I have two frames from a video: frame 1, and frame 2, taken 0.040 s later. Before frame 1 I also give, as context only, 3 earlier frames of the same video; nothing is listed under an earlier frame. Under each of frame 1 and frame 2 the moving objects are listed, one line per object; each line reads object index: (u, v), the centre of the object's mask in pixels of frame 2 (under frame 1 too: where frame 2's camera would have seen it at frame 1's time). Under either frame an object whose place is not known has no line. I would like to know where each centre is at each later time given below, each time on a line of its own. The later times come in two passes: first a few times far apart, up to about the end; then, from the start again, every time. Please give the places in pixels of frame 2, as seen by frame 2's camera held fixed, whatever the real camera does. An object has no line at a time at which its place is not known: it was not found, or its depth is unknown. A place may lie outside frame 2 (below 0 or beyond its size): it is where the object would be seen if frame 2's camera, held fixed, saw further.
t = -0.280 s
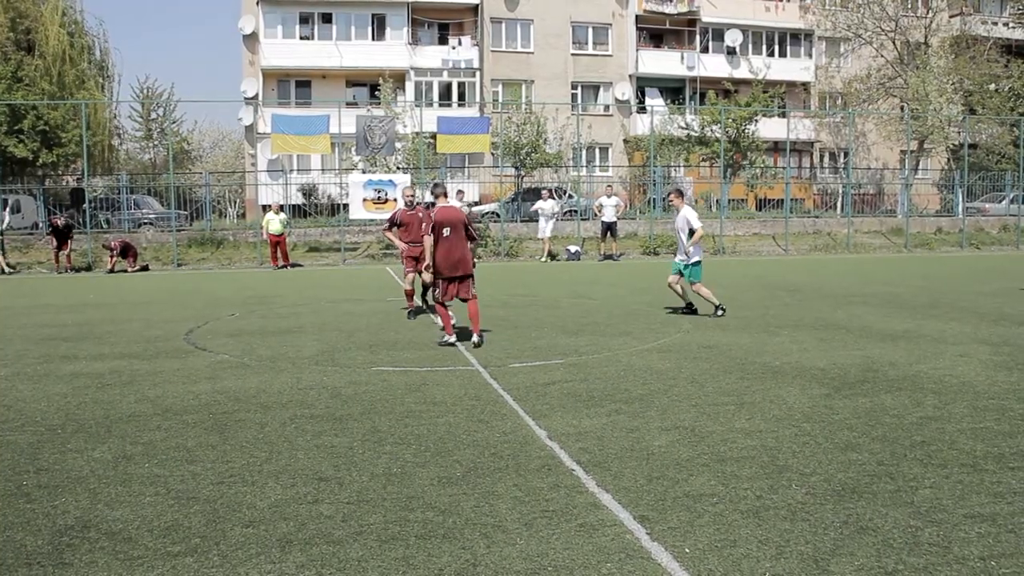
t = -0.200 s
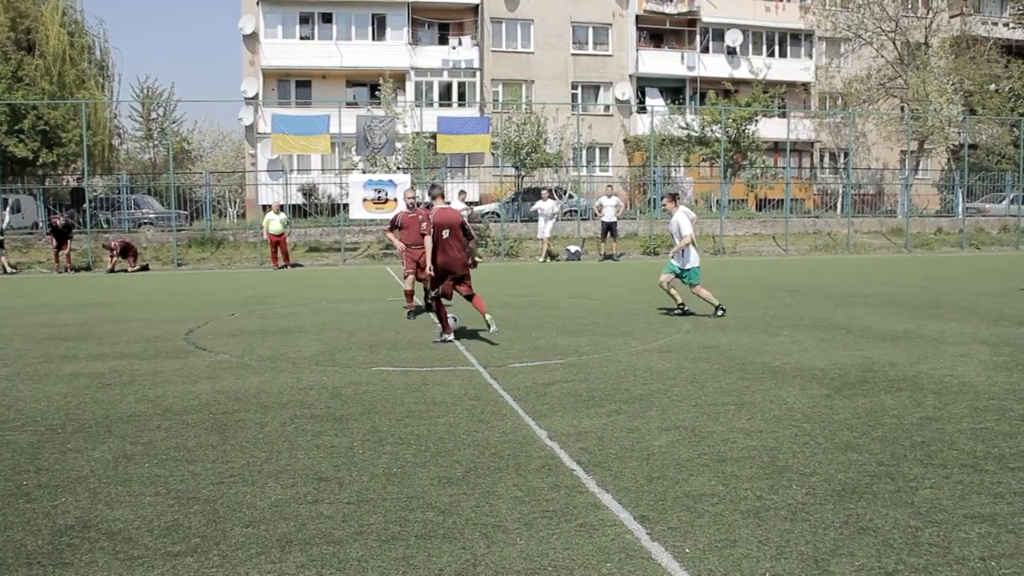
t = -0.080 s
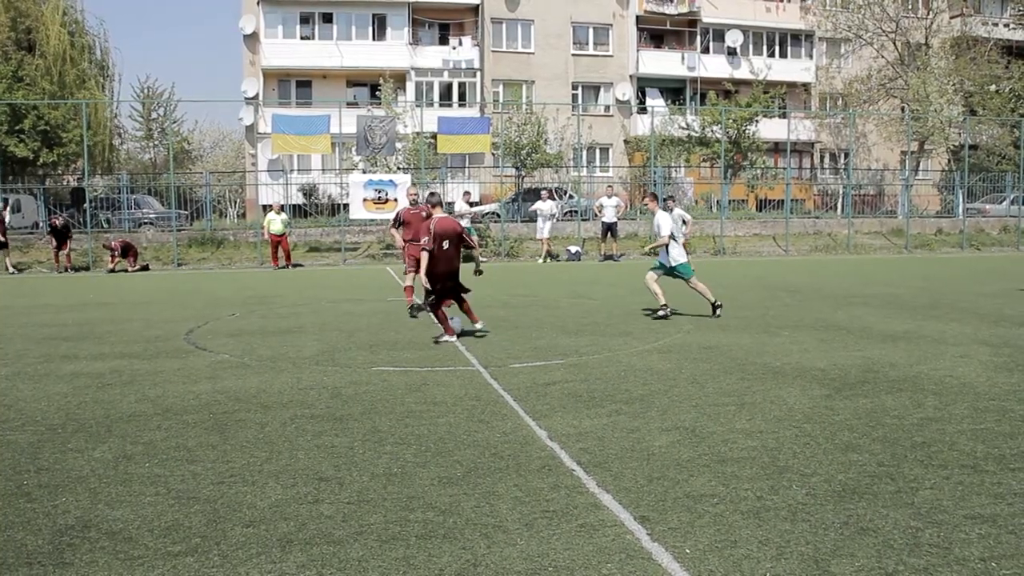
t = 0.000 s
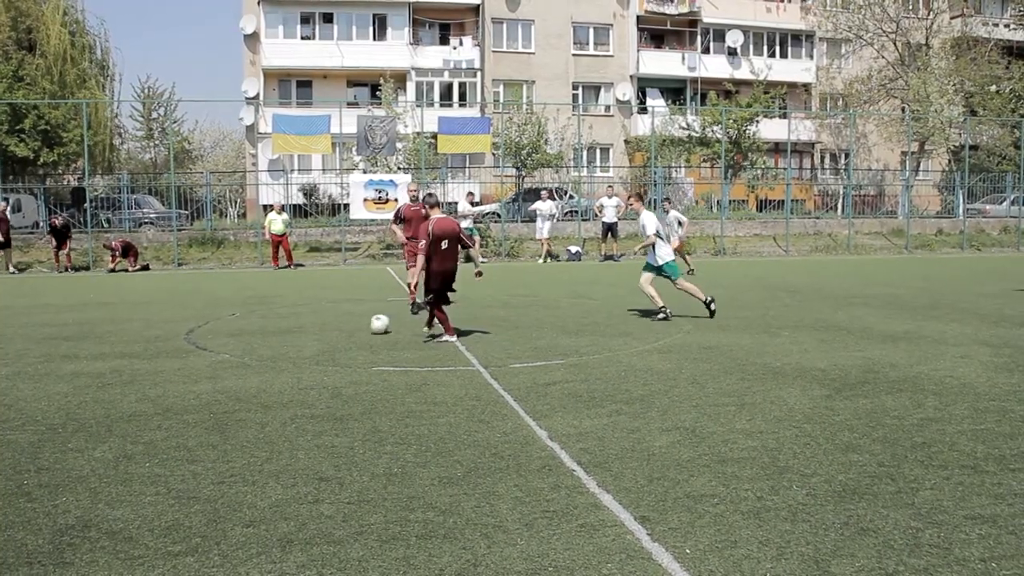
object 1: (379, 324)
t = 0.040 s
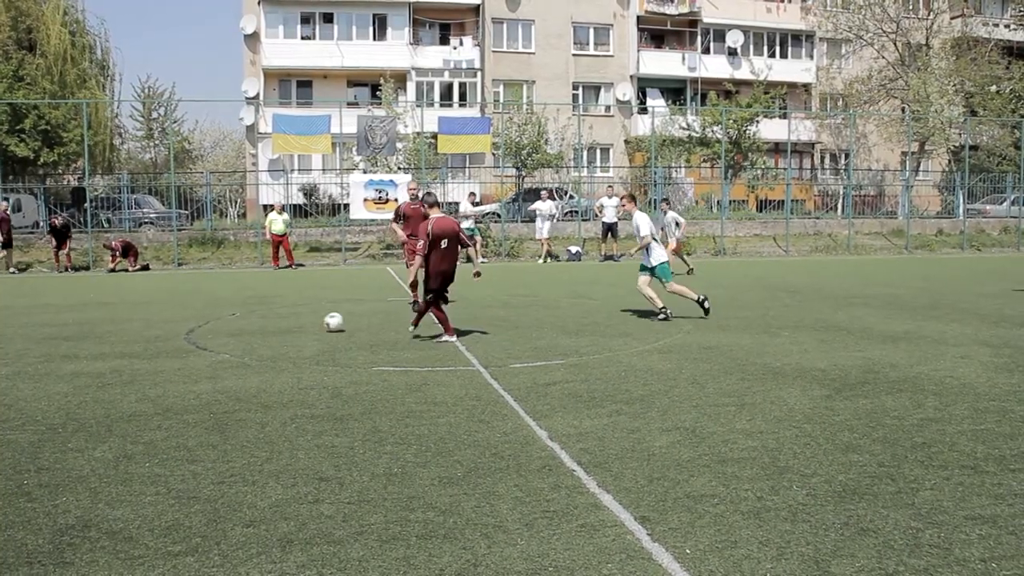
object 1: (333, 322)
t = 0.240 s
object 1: (142, 316)
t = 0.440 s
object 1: (1, 308)
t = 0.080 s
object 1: (291, 320)
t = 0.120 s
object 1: (251, 316)
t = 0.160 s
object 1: (213, 315)
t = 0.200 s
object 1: (177, 315)
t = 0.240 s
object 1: (142, 316)
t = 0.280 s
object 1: (109, 315)
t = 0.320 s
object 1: (81, 311)
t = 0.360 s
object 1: (53, 309)
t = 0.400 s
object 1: (25, 308)
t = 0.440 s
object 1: (1, 308)
